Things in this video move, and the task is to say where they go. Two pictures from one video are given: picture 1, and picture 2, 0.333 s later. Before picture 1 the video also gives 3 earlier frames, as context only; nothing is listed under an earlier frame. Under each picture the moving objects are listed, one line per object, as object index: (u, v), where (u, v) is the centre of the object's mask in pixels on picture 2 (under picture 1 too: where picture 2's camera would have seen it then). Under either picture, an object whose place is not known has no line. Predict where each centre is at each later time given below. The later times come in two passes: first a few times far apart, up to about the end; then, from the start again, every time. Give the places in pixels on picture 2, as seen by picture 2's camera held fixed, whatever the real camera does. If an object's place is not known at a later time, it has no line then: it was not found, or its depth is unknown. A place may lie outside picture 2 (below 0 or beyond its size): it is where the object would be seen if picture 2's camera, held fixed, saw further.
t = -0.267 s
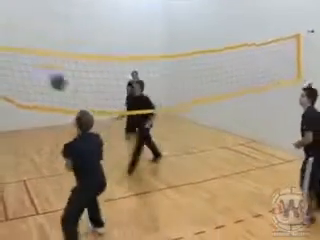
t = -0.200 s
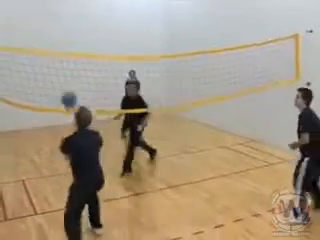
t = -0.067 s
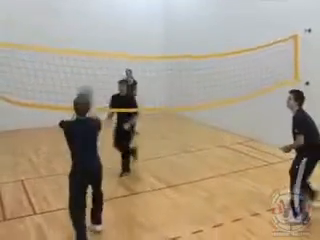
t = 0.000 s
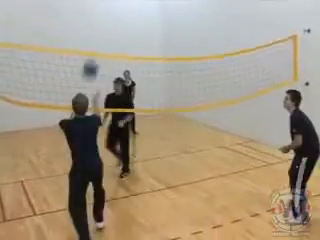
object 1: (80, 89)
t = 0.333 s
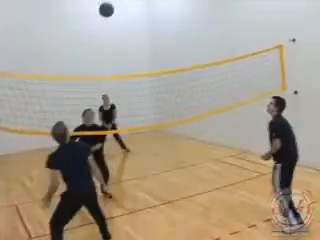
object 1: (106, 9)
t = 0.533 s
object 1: (122, 4)
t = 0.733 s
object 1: (140, 24)
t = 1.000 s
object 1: (160, 80)
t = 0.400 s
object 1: (112, 4)
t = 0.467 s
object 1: (116, 3)
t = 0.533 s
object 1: (122, 4)
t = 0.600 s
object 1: (128, 8)
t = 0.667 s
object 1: (135, 14)
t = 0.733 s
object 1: (140, 24)
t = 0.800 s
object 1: (146, 37)
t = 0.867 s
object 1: (152, 51)
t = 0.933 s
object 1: (158, 68)
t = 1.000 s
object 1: (160, 80)
